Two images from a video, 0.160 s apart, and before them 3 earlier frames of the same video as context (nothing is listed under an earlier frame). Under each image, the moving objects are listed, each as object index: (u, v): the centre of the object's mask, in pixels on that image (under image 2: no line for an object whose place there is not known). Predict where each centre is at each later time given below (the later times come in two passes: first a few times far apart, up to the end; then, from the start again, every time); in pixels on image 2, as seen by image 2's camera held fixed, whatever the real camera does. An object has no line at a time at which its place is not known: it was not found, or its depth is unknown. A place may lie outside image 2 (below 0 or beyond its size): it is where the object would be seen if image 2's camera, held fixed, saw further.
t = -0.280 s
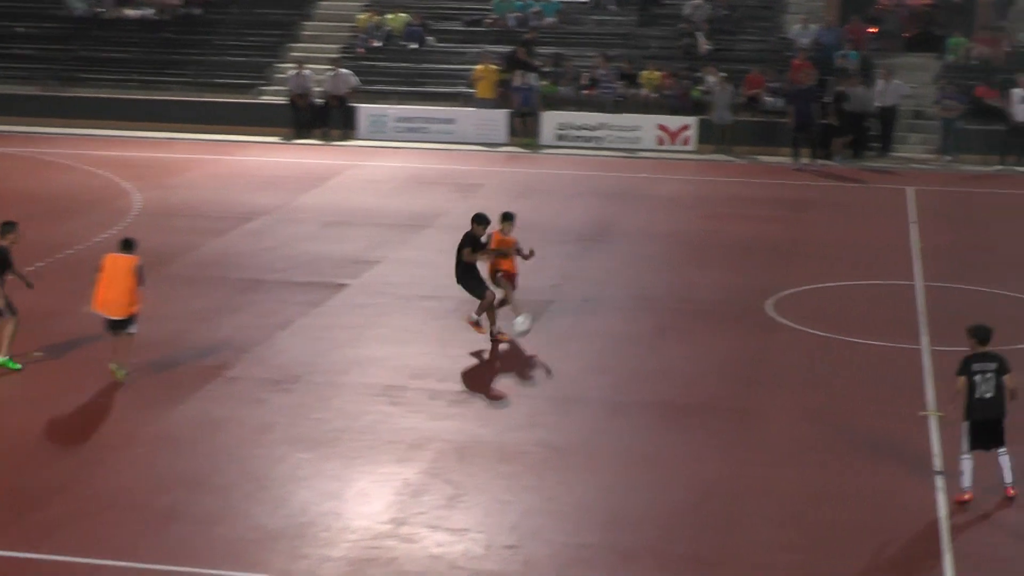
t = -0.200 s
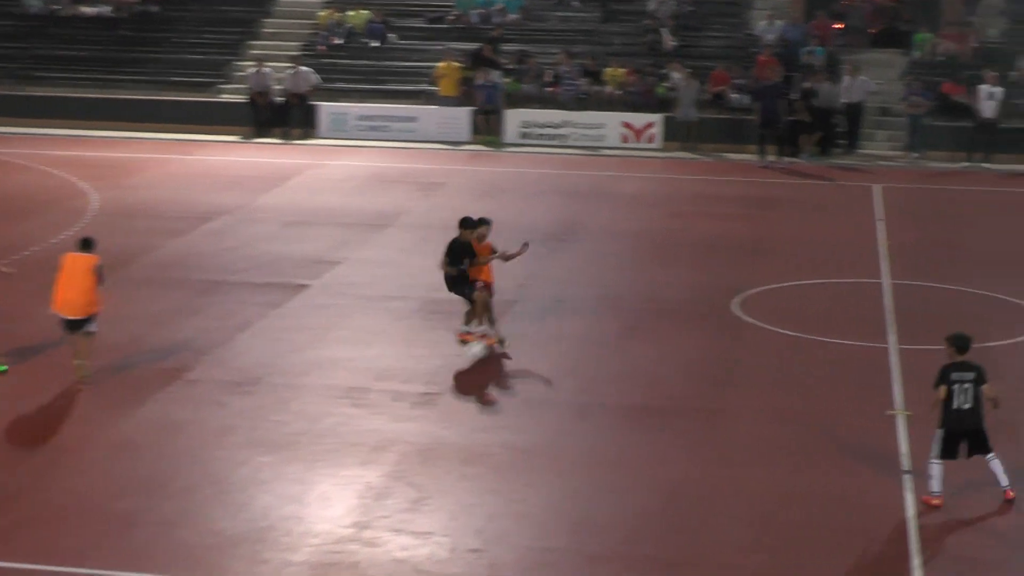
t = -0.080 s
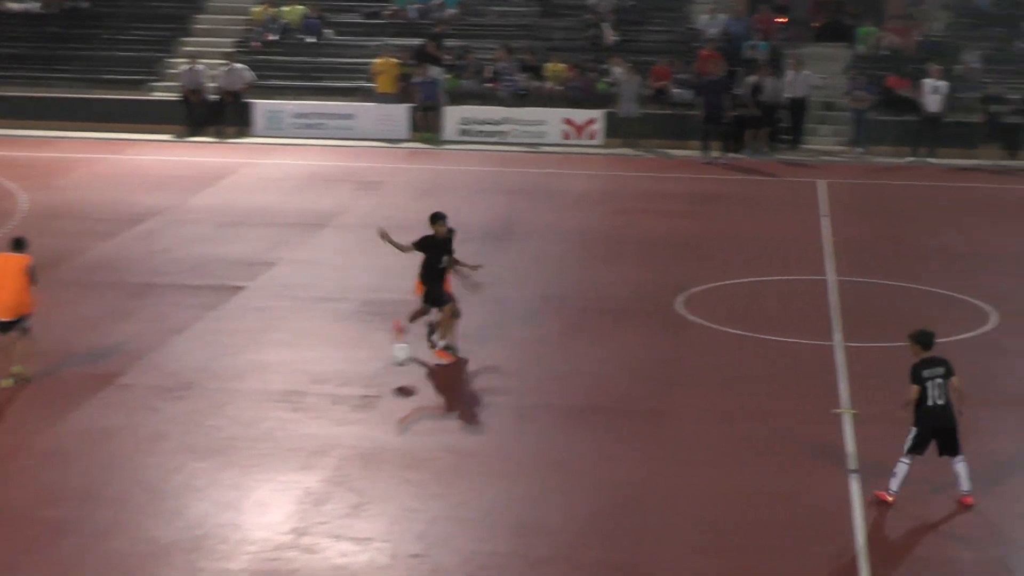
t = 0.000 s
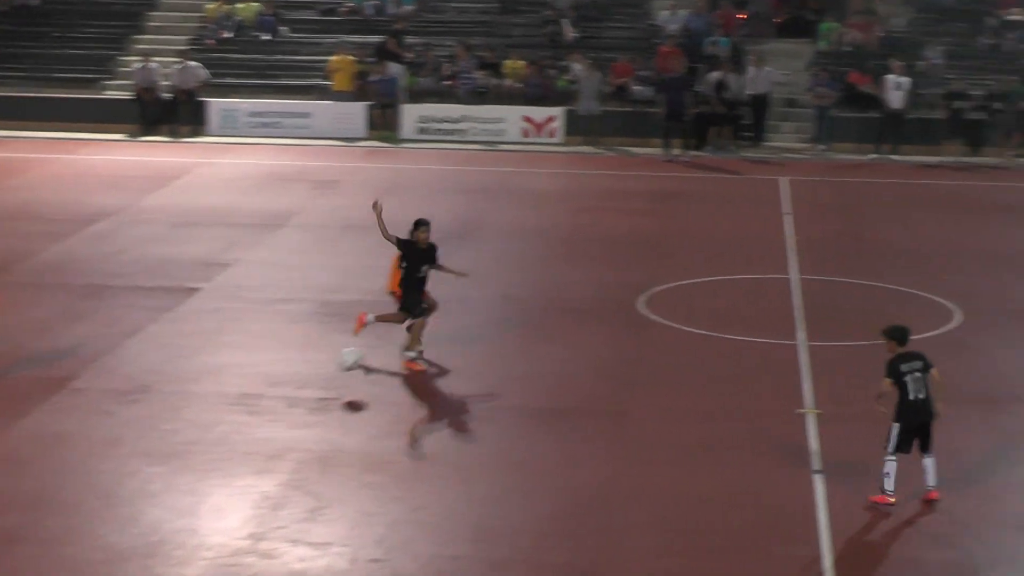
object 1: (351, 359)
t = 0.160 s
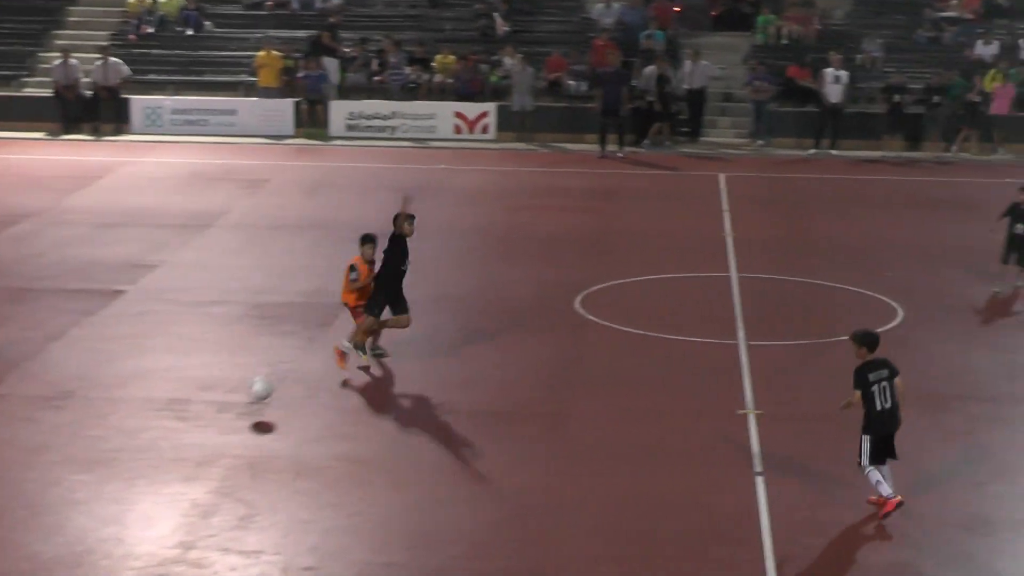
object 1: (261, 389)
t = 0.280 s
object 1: (245, 412)
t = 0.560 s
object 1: (210, 434)
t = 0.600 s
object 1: (204, 446)
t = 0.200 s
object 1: (256, 399)
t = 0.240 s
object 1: (250, 413)
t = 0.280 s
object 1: (245, 412)
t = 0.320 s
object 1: (241, 409)
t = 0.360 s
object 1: (237, 408)
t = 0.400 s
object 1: (231, 409)
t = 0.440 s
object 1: (227, 413)
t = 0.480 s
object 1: (222, 417)
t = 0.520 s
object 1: (216, 423)
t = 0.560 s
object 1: (210, 434)
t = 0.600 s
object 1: (204, 446)
